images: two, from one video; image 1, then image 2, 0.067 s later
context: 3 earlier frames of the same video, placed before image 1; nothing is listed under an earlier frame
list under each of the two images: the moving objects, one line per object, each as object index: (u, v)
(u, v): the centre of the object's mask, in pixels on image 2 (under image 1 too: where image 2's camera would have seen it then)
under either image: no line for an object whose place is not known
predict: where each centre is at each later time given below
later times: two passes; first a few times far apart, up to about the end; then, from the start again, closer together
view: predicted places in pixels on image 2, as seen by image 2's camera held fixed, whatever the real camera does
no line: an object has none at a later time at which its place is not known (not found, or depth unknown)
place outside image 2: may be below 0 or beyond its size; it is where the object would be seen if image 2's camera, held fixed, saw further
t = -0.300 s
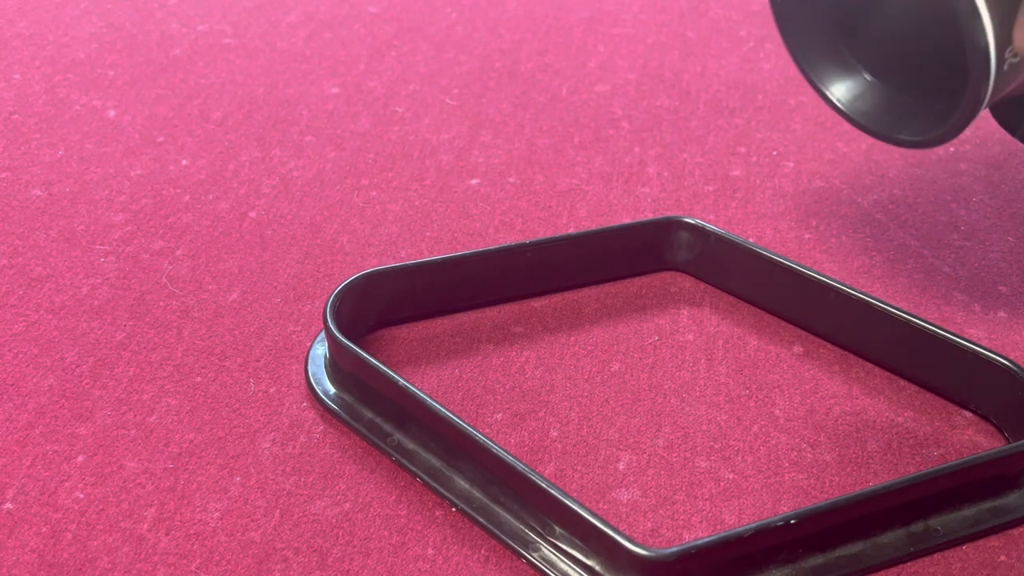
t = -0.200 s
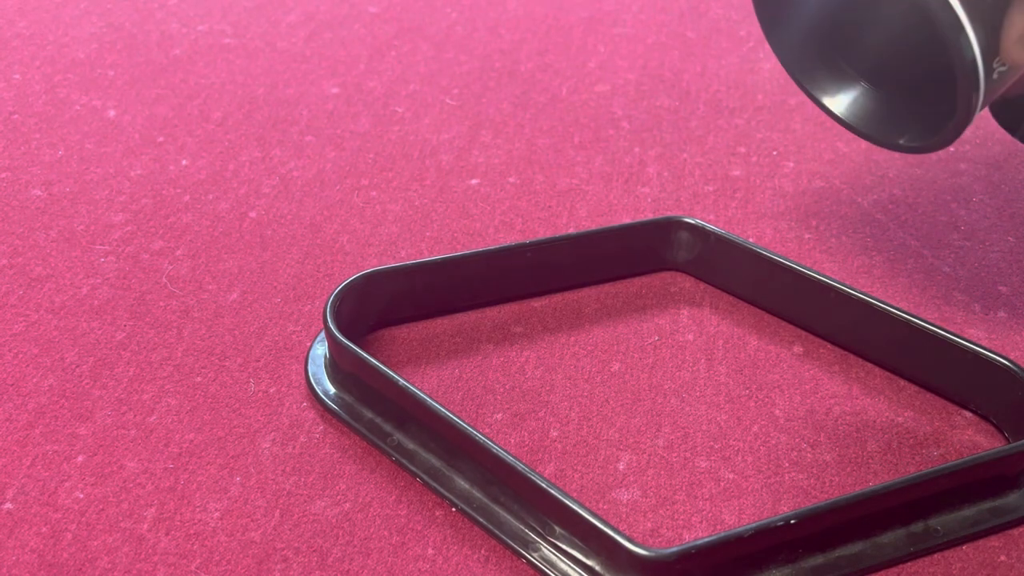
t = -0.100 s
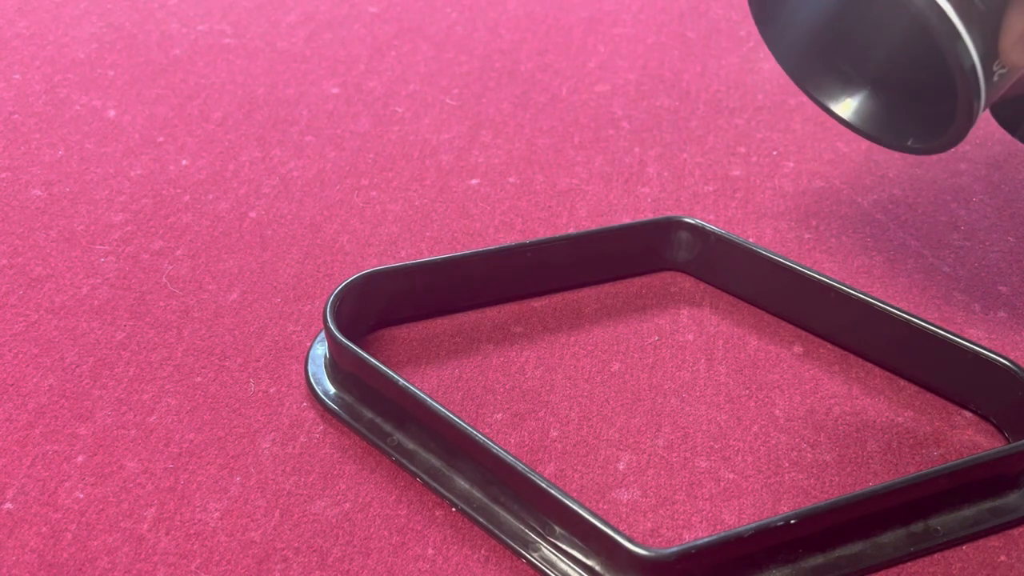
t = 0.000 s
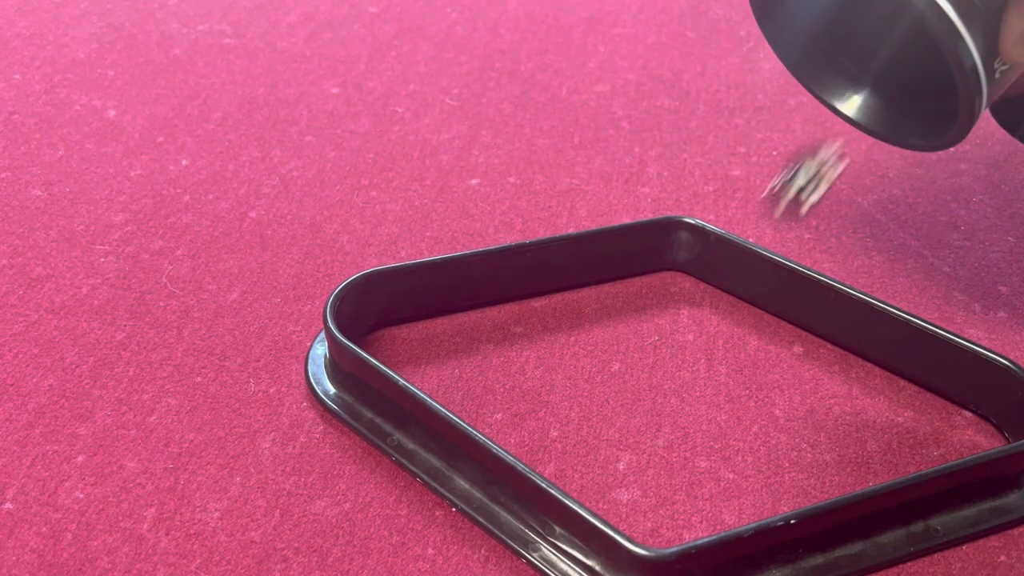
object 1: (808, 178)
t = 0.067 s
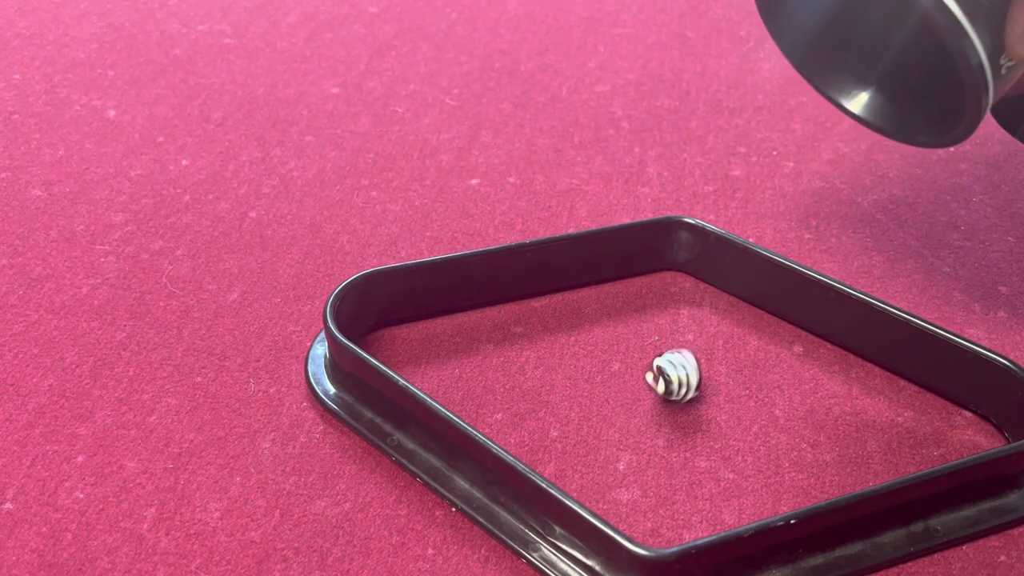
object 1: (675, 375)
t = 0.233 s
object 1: (621, 512)
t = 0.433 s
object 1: (761, 499)
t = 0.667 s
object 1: (840, 486)
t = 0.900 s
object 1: (831, 486)
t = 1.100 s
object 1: (831, 486)
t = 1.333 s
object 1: (831, 486)
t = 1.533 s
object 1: (831, 486)
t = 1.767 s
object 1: (831, 486)
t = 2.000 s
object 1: (831, 486)
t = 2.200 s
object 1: (833, 501)
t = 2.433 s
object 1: (833, 502)
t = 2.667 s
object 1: (833, 502)
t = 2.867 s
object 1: (833, 502)
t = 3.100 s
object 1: (833, 501)
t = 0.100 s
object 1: (649, 400)
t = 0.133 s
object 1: (618, 441)
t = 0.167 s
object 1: (607, 463)
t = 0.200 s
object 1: (602, 493)
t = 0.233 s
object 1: (621, 512)
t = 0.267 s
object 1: (647, 524)
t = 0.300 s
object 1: (674, 525)
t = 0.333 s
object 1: (704, 523)
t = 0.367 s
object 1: (730, 516)
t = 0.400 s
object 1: (743, 506)
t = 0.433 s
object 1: (761, 499)
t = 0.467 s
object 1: (778, 491)
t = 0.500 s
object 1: (792, 487)
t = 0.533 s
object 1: (813, 483)
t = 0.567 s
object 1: (824, 482)
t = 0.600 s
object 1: (831, 481)
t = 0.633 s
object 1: (837, 483)
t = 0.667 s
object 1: (840, 486)
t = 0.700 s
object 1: (834, 487)
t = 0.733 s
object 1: (831, 485)
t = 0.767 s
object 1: (831, 486)
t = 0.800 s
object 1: (831, 486)
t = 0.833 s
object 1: (831, 486)
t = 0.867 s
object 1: (831, 486)
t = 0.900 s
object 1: (831, 486)
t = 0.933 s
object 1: (831, 486)
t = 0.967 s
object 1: (831, 486)
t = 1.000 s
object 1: (831, 486)
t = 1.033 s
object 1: (831, 486)
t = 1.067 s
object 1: (831, 486)
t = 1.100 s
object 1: (831, 486)
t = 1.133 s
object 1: (831, 486)
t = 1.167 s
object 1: (831, 486)
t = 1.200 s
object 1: (831, 486)
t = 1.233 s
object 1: (831, 486)
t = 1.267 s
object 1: (831, 486)
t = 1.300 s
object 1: (831, 486)
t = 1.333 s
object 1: (831, 486)
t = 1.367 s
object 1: (831, 486)
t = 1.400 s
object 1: (831, 486)
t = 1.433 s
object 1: (831, 486)
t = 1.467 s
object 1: (831, 486)
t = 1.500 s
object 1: (831, 486)
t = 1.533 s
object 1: (831, 486)
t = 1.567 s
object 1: (831, 486)
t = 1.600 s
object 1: (831, 486)
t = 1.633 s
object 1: (831, 486)
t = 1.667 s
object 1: (831, 486)
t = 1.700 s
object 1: (831, 486)
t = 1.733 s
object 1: (831, 486)
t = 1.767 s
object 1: (831, 486)
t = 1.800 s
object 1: (831, 486)
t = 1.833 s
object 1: (831, 486)
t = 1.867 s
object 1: (831, 486)
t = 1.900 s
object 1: (831, 486)
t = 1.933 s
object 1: (831, 486)
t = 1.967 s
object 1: (831, 486)
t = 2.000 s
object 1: (831, 486)
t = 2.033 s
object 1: (831, 487)
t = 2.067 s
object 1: (832, 487)
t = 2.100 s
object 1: (832, 488)
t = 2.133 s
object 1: (832, 491)
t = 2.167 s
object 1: (832, 497)
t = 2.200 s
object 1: (833, 501)
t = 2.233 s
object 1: (833, 502)
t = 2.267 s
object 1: (833, 502)
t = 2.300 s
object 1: (833, 502)
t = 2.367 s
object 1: (833, 502)
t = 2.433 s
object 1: (833, 502)
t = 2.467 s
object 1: (833, 502)
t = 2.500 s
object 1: (833, 502)
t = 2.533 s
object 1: (833, 502)
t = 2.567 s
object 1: (833, 502)
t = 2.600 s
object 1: (833, 502)
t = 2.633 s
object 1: (833, 502)
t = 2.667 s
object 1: (833, 502)
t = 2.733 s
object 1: (833, 502)
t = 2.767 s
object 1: (833, 502)
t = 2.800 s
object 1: (833, 502)
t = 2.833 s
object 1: (833, 502)
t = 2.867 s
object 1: (833, 502)
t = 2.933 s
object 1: (833, 502)
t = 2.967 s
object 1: (833, 502)
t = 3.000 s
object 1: (833, 502)
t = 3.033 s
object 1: (833, 502)
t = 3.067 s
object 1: (833, 501)
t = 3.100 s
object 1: (833, 501)
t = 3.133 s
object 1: (833, 501)
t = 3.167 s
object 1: (833, 501)
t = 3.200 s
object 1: (833, 501)
